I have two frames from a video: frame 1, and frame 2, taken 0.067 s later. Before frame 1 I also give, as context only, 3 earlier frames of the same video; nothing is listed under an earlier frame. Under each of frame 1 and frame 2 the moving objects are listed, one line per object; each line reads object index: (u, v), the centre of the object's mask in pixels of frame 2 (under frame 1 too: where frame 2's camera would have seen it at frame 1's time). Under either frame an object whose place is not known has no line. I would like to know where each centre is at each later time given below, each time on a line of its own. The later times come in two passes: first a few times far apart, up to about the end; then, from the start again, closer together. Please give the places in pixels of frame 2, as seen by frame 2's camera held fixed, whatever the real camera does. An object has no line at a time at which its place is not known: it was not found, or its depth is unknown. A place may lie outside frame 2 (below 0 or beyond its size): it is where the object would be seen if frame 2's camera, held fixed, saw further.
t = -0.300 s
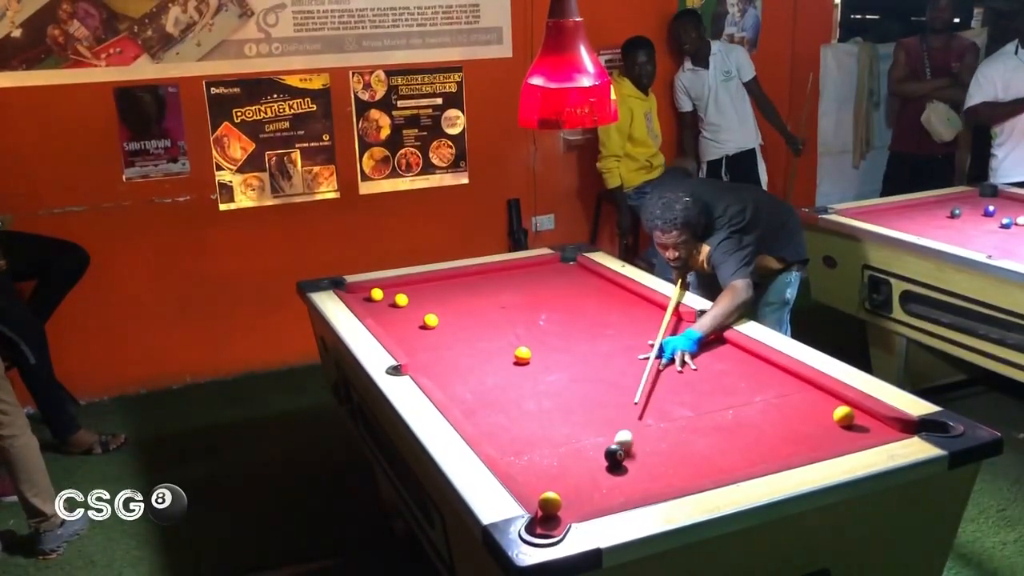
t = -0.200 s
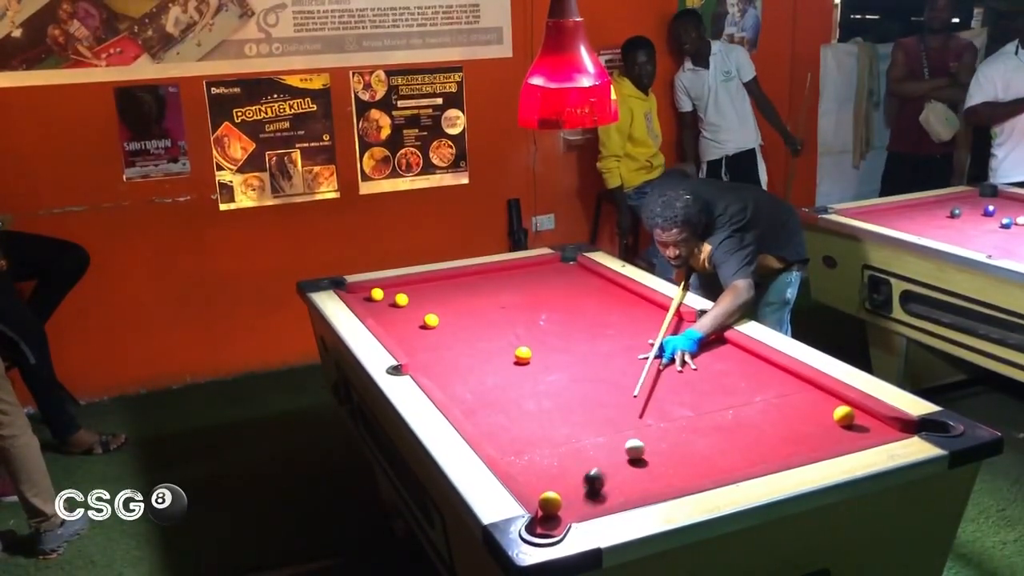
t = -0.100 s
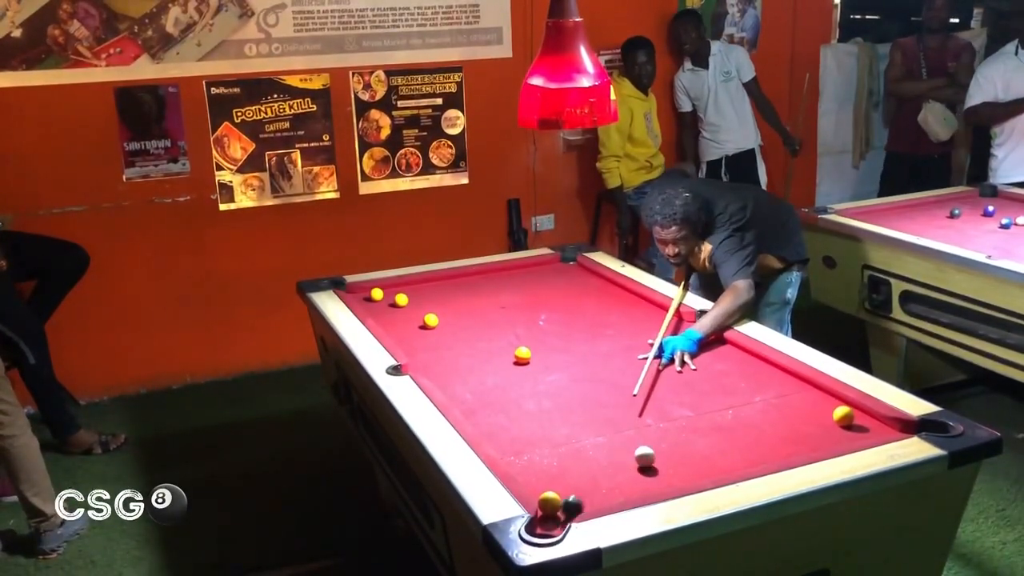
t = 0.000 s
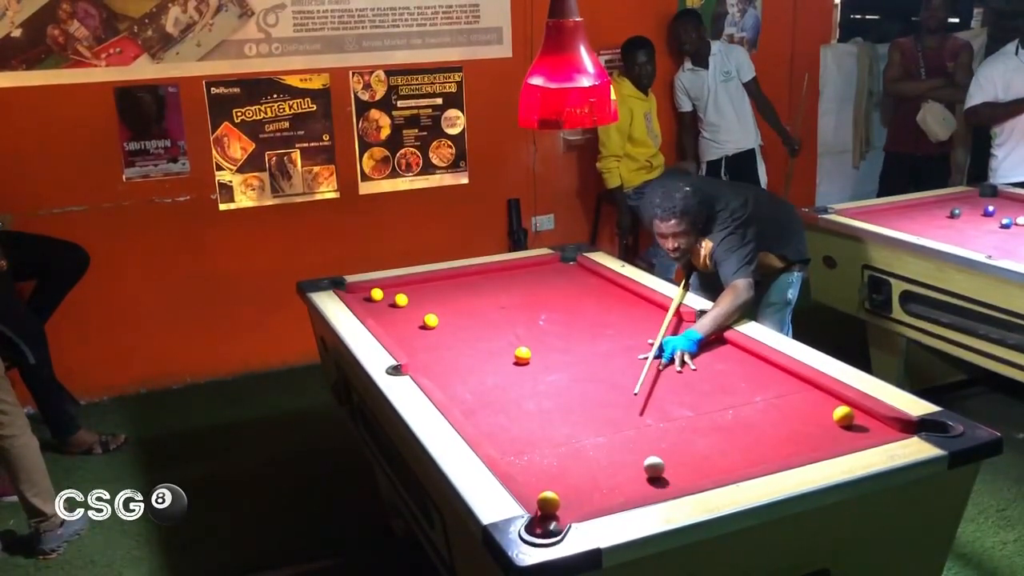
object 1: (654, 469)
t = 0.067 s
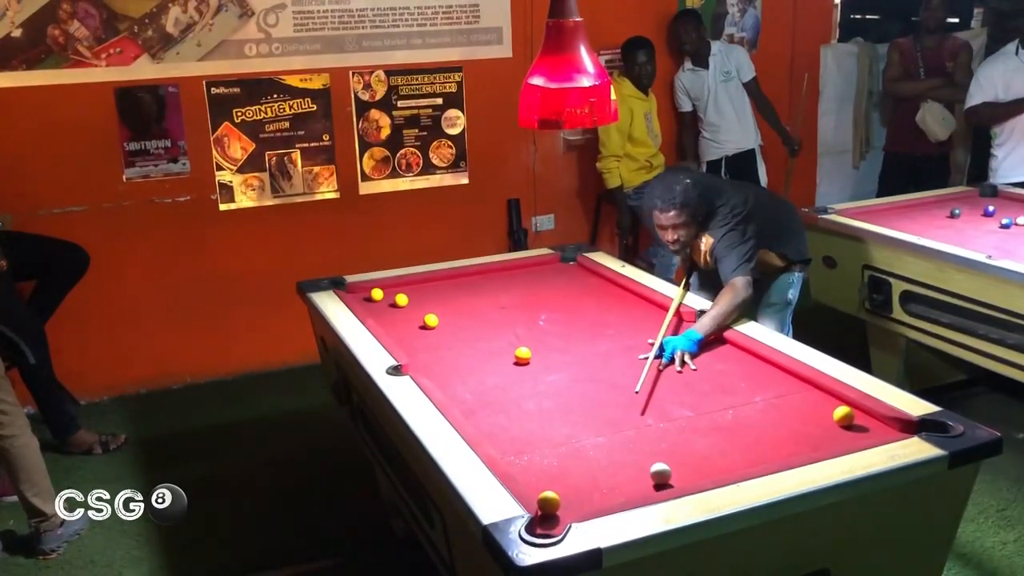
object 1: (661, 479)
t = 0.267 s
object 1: (668, 483)
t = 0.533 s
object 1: (654, 478)
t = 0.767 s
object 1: (641, 461)
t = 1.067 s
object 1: (629, 454)
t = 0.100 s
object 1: (664, 480)
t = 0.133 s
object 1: (667, 481)
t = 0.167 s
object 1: (670, 483)
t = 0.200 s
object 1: (672, 484)
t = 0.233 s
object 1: (669, 484)
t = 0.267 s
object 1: (668, 483)
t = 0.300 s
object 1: (666, 482)
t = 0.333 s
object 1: (664, 481)
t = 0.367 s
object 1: (662, 481)
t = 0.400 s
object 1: (660, 480)
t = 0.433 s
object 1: (658, 480)
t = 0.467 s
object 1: (657, 479)
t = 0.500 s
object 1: (656, 479)
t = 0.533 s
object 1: (654, 478)
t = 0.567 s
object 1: (652, 473)
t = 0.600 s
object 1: (650, 473)
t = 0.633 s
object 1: (648, 471)
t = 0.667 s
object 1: (646, 469)
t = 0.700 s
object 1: (645, 466)
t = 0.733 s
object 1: (643, 463)
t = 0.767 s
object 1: (641, 461)
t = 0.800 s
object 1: (640, 460)
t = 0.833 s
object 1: (638, 460)
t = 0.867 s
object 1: (636, 458)
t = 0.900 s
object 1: (635, 457)
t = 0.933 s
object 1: (633, 456)
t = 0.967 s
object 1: (632, 456)
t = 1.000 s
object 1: (631, 455)
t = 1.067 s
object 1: (629, 454)
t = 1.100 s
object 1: (627, 452)
